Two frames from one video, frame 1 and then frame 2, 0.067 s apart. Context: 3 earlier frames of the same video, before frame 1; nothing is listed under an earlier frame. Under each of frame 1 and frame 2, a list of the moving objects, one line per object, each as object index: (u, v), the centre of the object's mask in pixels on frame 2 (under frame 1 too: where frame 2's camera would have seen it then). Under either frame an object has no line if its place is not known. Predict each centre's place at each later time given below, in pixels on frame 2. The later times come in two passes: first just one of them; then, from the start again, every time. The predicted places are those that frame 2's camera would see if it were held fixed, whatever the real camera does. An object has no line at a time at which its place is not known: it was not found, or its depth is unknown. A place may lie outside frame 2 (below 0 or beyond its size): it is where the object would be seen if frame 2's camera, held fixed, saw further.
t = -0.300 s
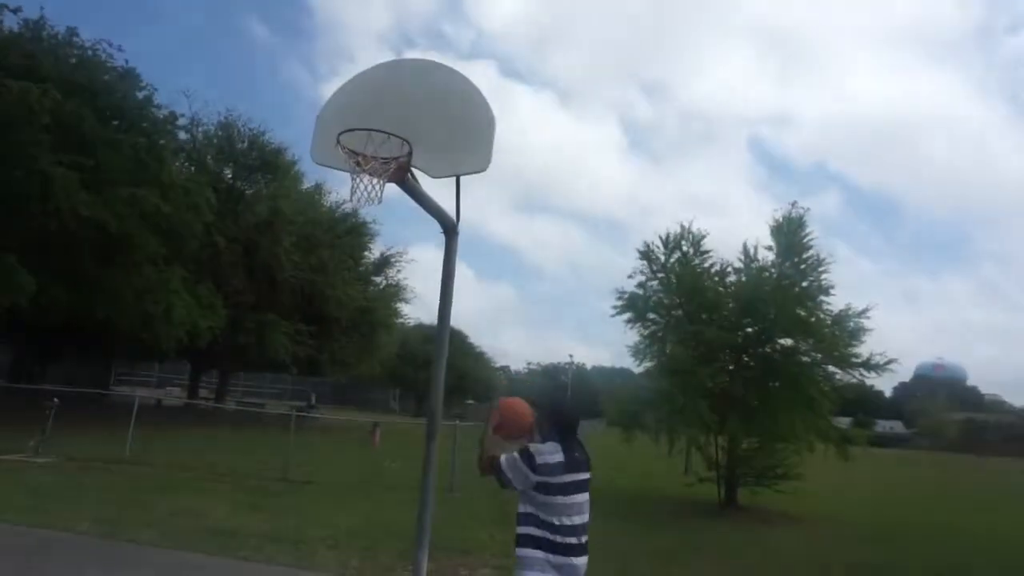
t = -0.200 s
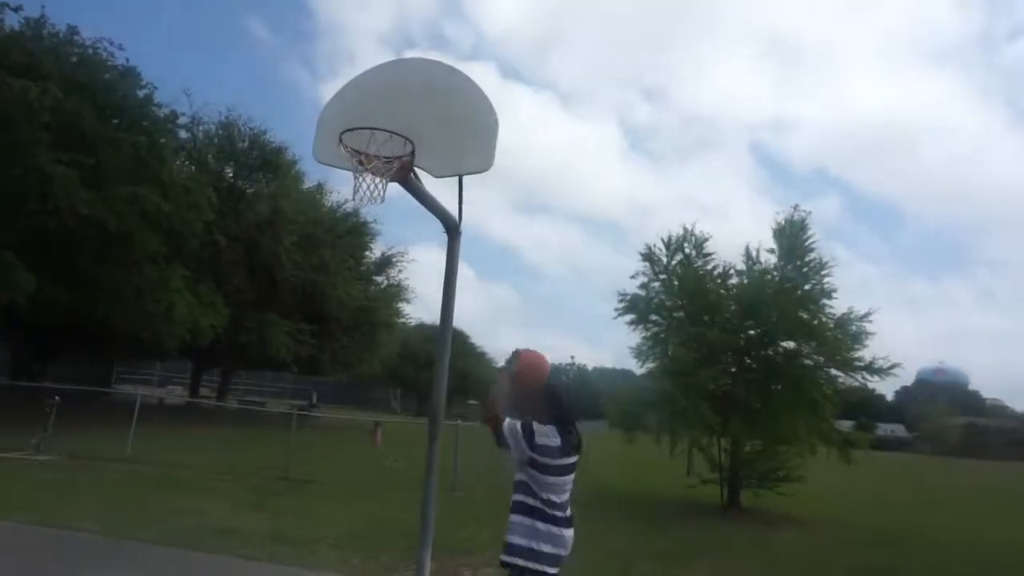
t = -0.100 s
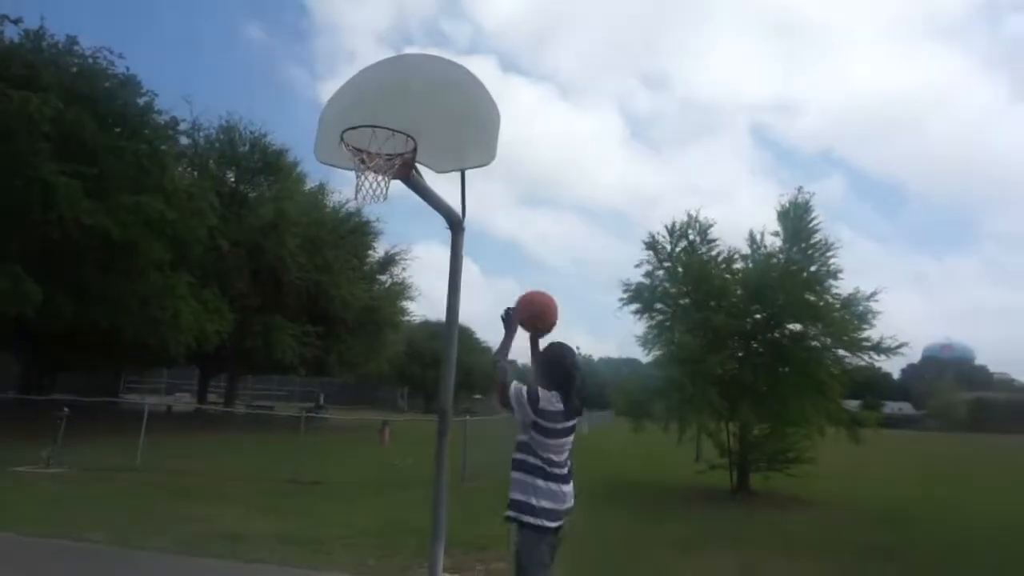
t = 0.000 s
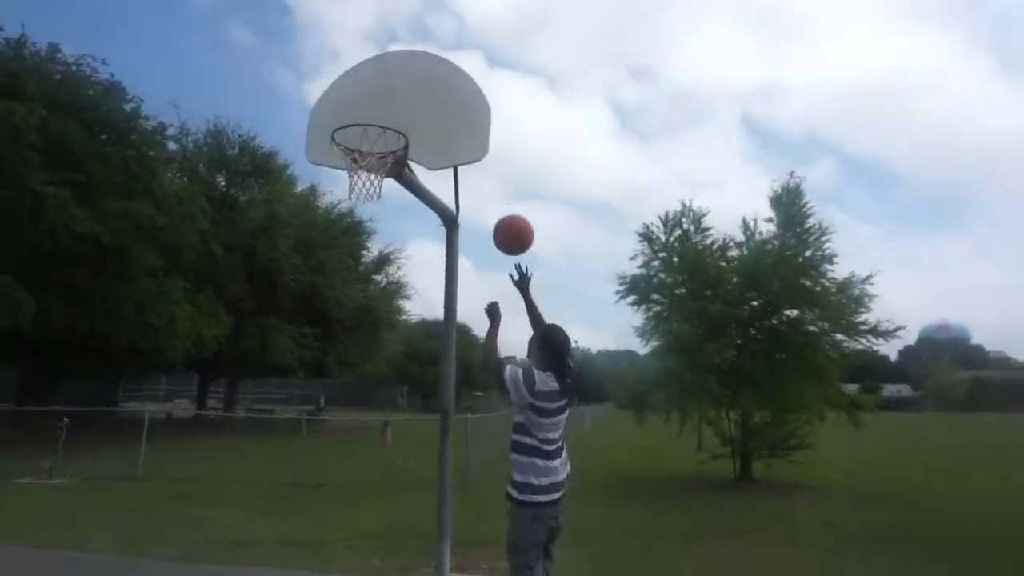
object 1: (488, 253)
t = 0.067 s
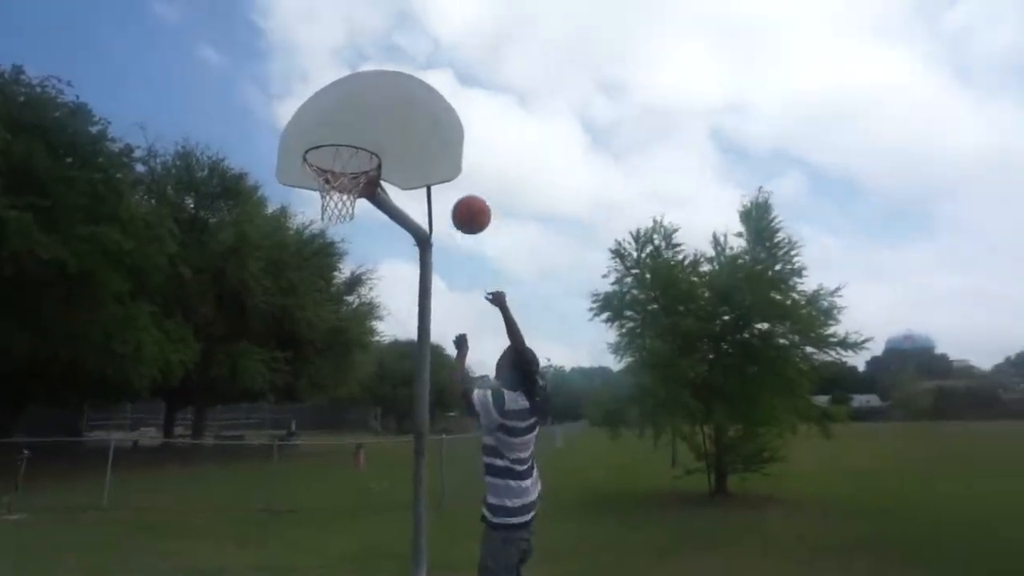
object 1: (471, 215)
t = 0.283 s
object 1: (425, 150)
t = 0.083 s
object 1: (467, 206)
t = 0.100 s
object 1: (463, 199)
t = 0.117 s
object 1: (460, 192)
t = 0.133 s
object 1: (457, 185)
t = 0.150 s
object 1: (453, 180)
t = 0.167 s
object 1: (449, 174)
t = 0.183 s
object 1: (446, 169)
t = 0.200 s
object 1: (442, 165)
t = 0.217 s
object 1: (439, 162)
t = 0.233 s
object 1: (435, 157)
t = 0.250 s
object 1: (431, 155)
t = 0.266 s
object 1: (428, 152)
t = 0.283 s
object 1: (425, 150)
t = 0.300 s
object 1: (421, 149)
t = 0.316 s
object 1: (418, 147)
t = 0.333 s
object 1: (415, 146)
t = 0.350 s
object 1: (411, 145)
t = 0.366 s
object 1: (408, 144)
